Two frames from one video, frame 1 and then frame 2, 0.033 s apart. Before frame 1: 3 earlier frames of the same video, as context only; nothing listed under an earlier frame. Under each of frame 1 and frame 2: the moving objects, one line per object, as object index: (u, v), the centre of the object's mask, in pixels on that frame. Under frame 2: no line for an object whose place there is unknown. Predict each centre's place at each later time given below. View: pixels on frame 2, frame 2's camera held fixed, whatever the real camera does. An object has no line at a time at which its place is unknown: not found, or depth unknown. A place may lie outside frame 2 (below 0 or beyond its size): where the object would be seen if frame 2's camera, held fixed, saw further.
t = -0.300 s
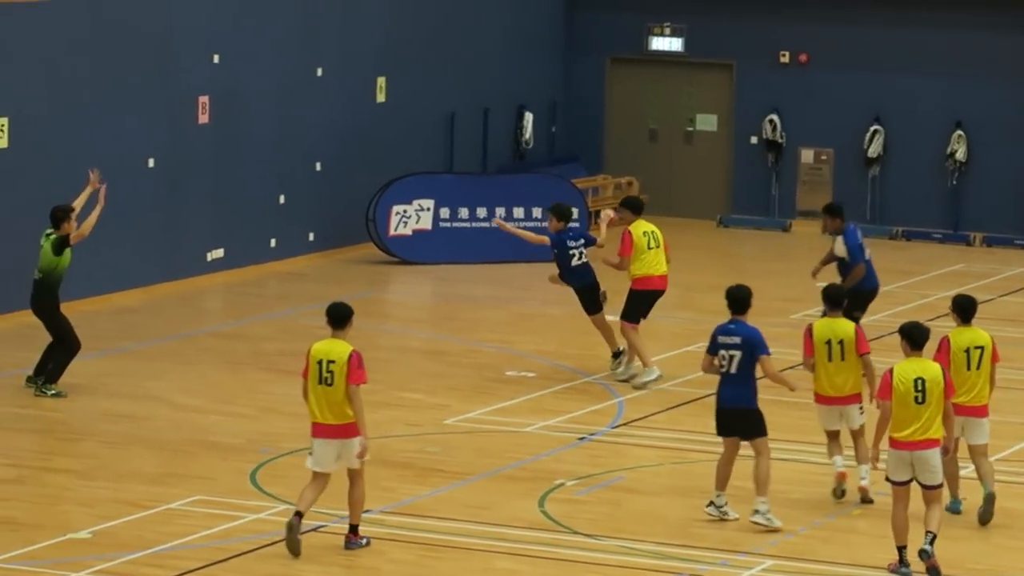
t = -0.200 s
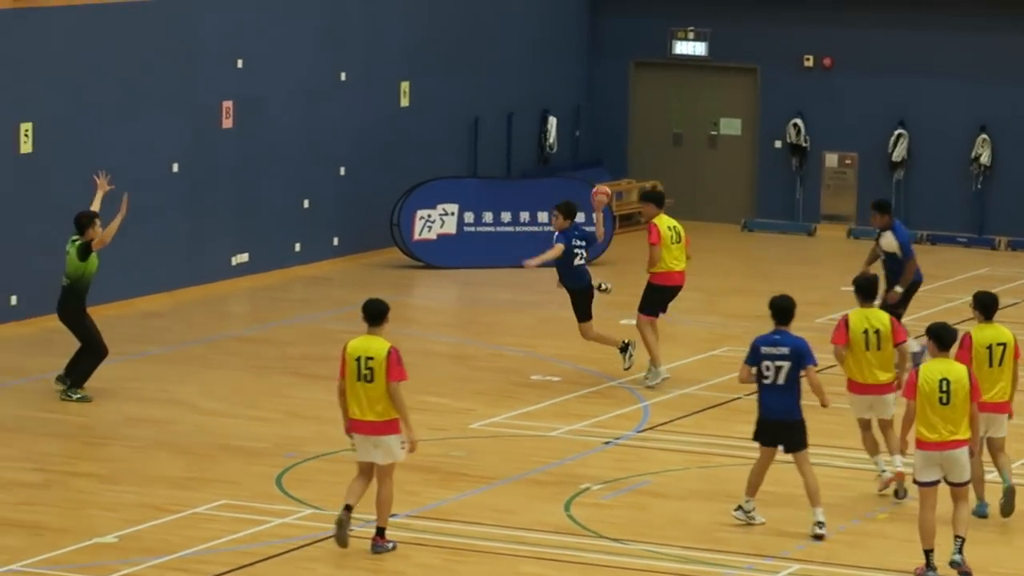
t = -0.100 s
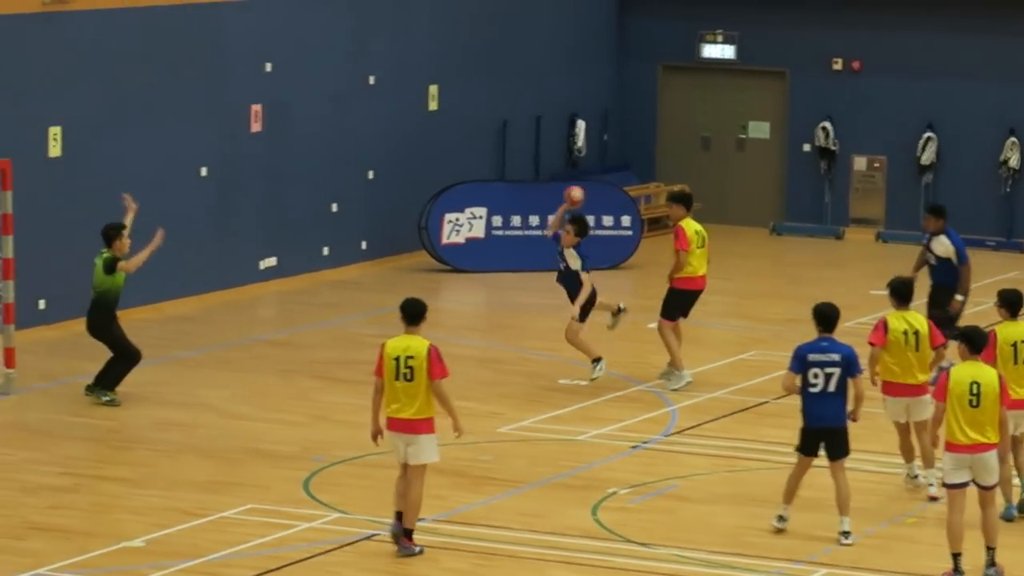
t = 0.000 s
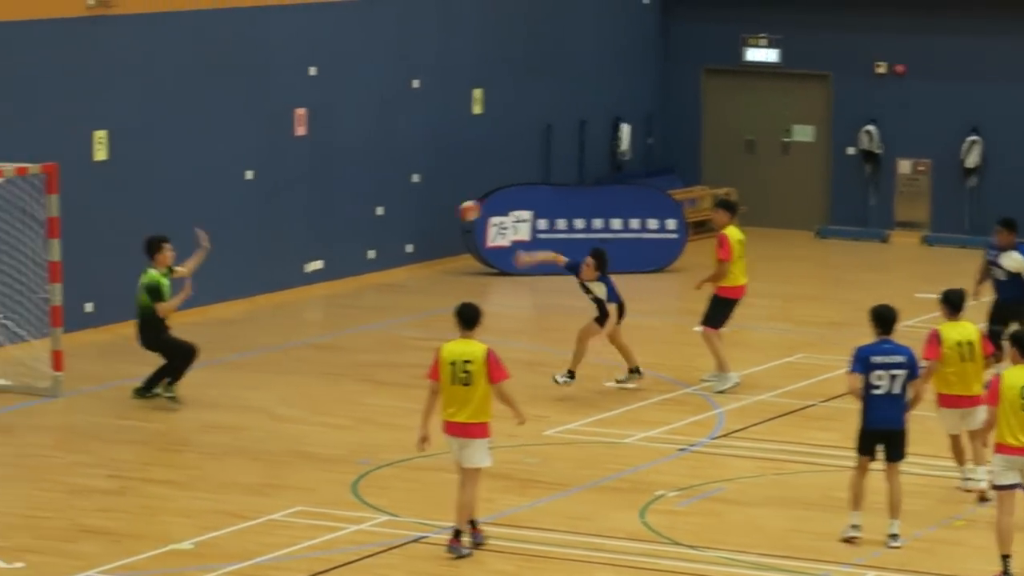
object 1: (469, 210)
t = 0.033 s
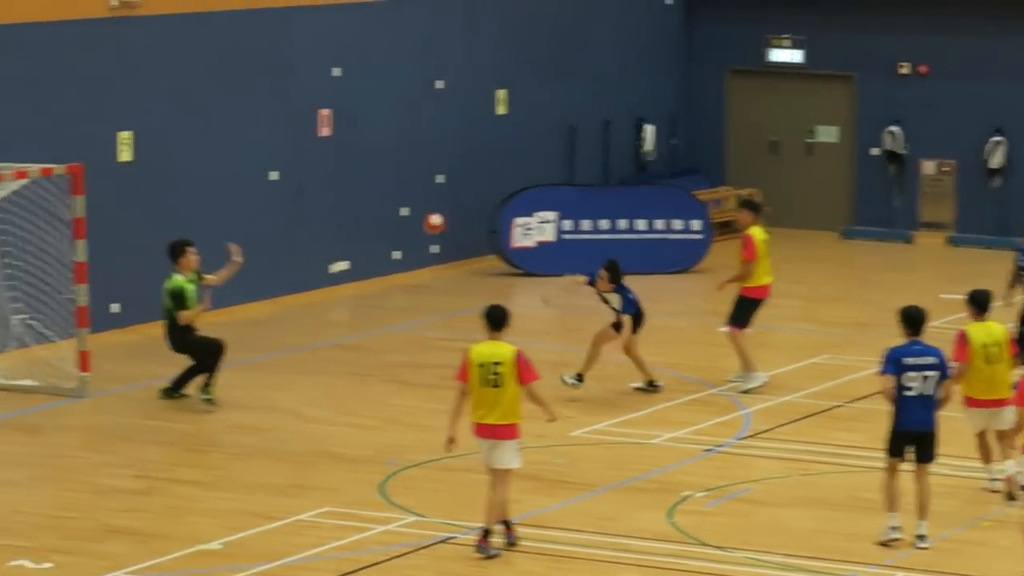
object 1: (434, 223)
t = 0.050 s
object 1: (405, 230)
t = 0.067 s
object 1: (376, 237)
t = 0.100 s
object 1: (320, 255)
